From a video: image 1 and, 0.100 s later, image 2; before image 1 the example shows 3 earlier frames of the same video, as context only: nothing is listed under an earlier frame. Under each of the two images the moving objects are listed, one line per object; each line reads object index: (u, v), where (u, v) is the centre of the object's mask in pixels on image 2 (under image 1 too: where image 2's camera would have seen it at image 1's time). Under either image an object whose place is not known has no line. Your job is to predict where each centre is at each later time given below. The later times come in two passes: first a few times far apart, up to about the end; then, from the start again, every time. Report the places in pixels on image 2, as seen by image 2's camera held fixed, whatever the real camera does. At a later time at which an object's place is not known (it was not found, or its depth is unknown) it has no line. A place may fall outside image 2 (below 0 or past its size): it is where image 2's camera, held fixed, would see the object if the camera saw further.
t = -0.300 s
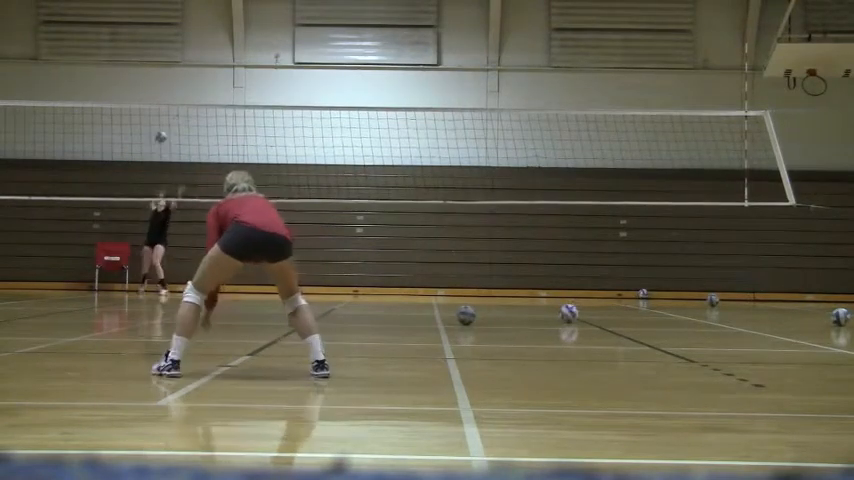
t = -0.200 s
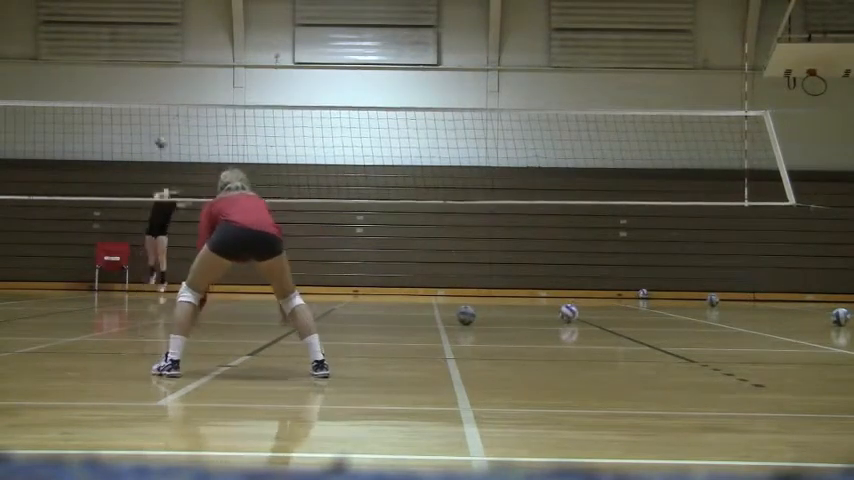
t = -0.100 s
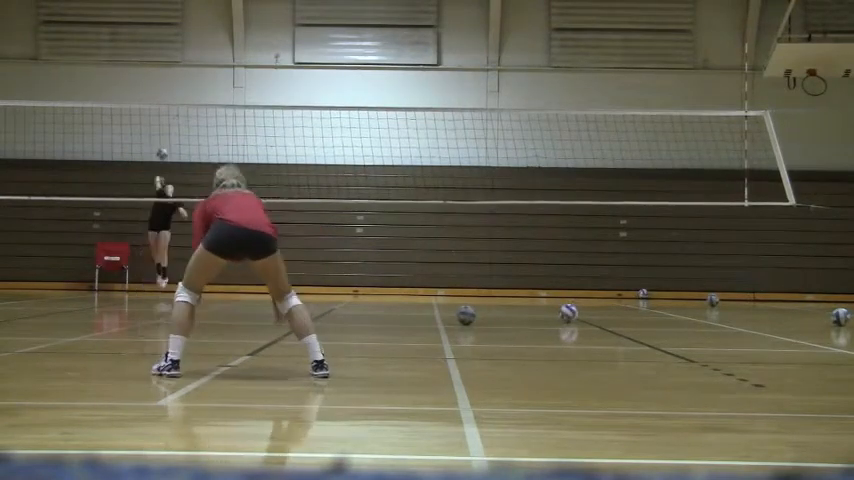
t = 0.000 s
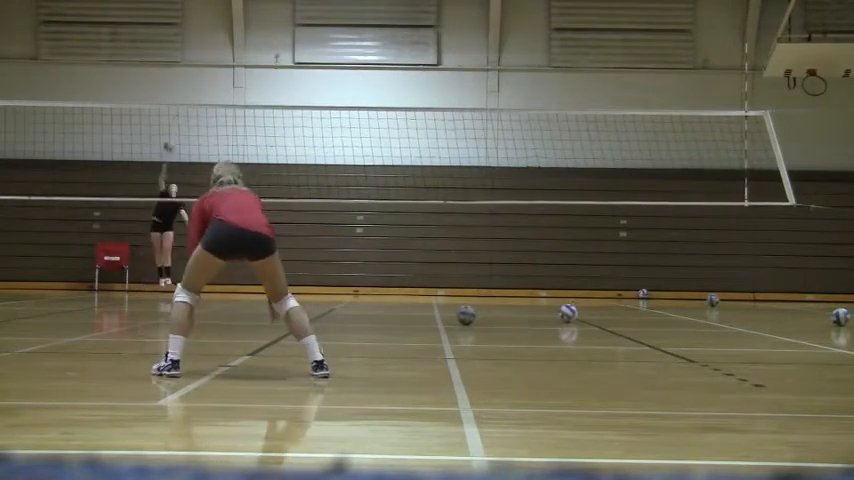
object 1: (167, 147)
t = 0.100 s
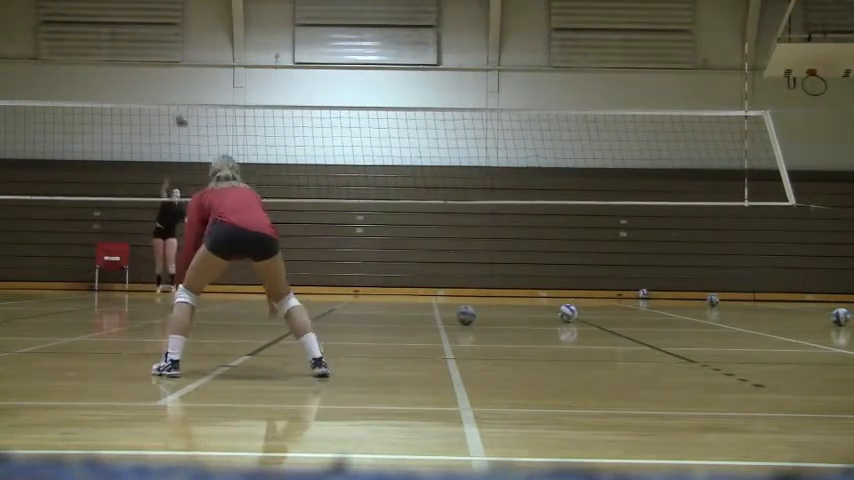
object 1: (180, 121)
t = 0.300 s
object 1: (216, 80)
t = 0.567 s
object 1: (291, 54)
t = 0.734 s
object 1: (360, 67)
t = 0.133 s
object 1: (185, 113)
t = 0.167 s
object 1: (191, 109)
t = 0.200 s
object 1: (196, 98)
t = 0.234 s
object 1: (202, 92)
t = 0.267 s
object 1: (208, 86)
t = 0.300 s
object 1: (216, 80)
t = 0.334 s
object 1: (224, 75)
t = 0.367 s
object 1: (233, 70)
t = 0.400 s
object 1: (241, 66)
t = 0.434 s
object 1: (250, 61)
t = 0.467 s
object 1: (260, 59)
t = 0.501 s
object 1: (270, 57)
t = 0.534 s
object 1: (280, 55)
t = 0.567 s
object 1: (291, 54)
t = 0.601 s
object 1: (302, 54)
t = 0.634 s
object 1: (315, 55)
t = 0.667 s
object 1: (329, 57)
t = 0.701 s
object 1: (344, 61)
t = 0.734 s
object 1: (360, 67)
